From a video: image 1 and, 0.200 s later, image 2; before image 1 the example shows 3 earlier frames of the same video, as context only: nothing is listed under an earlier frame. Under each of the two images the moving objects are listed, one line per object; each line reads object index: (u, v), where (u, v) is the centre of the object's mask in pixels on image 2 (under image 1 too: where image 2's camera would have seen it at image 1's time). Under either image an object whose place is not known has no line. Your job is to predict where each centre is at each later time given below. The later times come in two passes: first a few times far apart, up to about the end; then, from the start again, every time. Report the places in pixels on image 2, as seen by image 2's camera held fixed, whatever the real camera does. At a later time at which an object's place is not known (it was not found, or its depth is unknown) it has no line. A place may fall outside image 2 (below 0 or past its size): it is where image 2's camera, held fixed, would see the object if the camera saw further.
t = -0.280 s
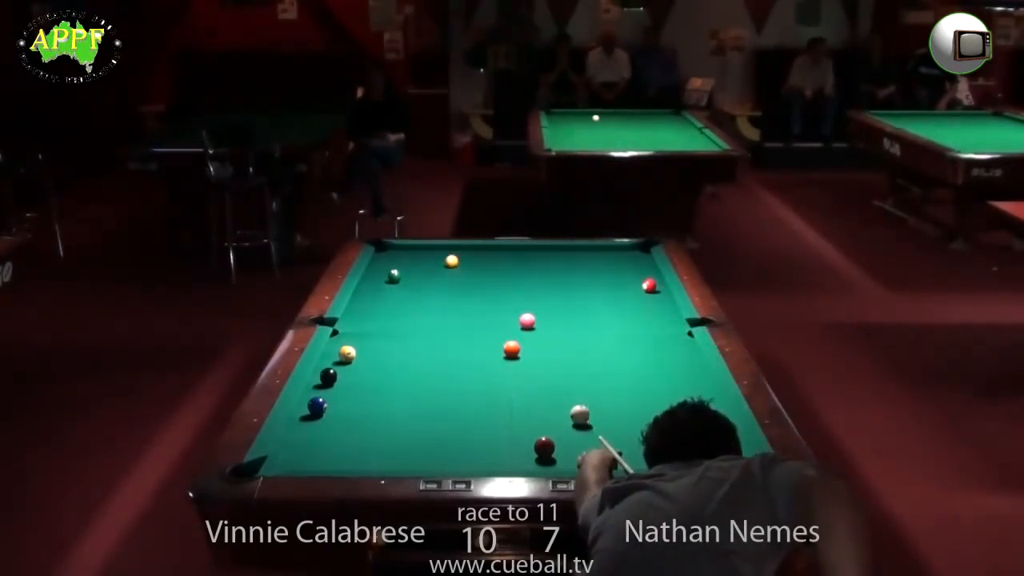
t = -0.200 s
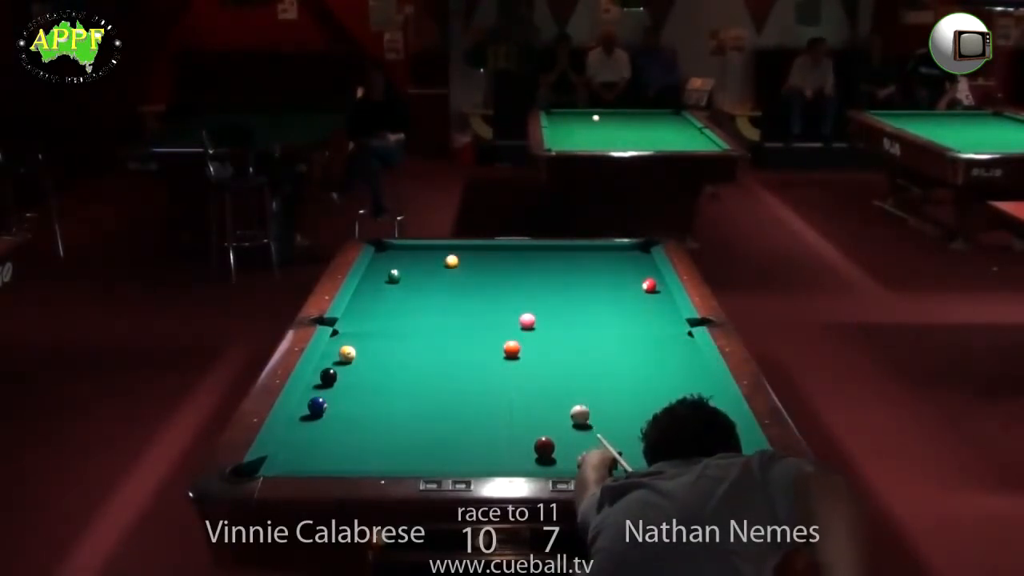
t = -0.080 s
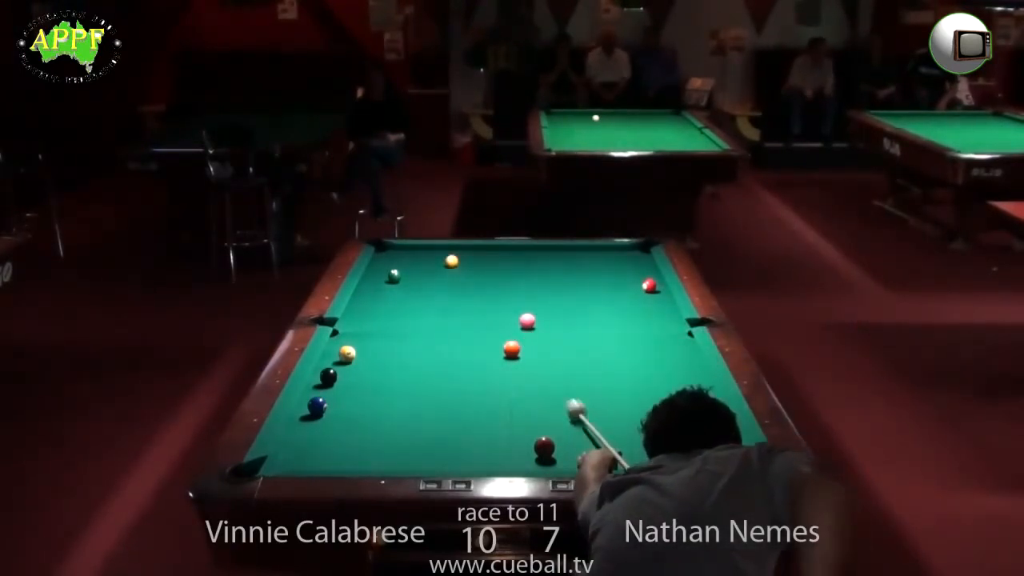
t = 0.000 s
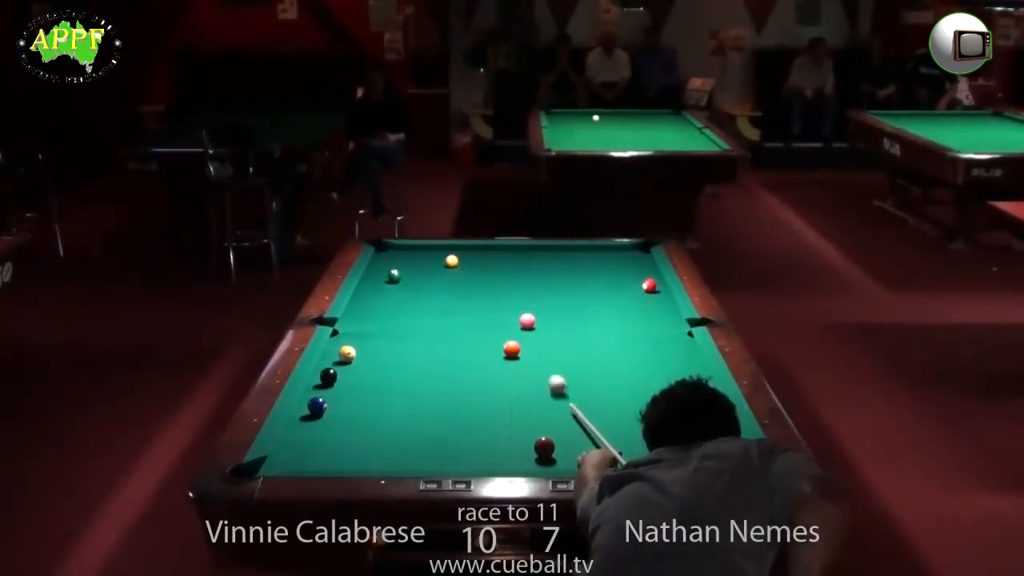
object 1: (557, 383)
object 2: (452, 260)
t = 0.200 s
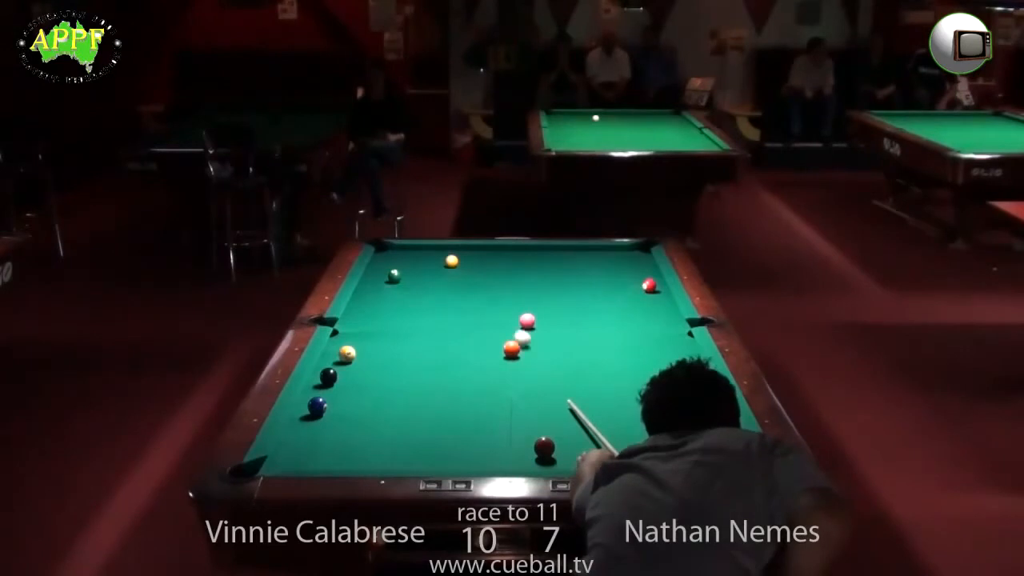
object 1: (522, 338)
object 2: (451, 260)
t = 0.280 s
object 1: (511, 325)
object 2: (451, 261)
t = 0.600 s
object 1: (478, 281)
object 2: (451, 261)
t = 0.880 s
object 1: (475, 254)
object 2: (431, 258)
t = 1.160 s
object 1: (490, 255)
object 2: (391, 253)
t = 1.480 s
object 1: (504, 268)
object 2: (397, 249)
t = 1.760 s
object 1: (516, 279)
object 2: (416, 247)
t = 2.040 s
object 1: (529, 291)
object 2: (431, 247)
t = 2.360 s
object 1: (544, 306)
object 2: (445, 248)
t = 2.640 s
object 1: (557, 319)
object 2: (456, 250)
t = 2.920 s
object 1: (571, 332)
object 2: (466, 250)
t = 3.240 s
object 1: (588, 348)
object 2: (476, 251)
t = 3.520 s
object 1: (603, 362)
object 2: (483, 251)
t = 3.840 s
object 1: (621, 380)
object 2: (490, 251)
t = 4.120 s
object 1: (637, 395)
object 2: (495, 251)
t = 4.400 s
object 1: (654, 412)
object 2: (499, 252)
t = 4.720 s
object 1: (674, 431)
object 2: (501, 252)
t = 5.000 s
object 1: (692, 447)
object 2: (502, 252)
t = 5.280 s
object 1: (711, 462)
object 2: (502, 252)
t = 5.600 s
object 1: (719, 460)
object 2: (502, 252)
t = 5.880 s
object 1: (723, 454)
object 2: (502, 252)
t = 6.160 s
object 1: (726, 447)
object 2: (502, 252)
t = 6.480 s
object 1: (730, 441)
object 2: (502, 252)
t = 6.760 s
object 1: (732, 437)
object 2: (502, 252)
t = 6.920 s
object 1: (730, 436)
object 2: (502, 252)
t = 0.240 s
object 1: (517, 331)
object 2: (451, 261)
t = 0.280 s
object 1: (511, 325)
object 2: (451, 261)
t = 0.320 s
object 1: (507, 318)
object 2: (451, 260)
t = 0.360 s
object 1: (502, 313)
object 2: (451, 260)
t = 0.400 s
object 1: (498, 307)
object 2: (451, 261)
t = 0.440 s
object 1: (494, 301)
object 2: (451, 261)
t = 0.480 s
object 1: (489, 296)
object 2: (451, 261)
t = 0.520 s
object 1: (486, 291)
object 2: (451, 261)
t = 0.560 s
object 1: (481, 286)
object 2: (451, 261)
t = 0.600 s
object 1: (478, 281)
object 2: (451, 261)
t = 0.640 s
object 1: (474, 277)
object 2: (451, 261)
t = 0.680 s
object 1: (471, 272)
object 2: (451, 261)
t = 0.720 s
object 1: (467, 268)
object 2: (451, 261)
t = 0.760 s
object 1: (464, 263)
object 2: (451, 261)
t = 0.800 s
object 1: (466, 260)
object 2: (446, 260)
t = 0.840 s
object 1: (471, 257)
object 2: (438, 259)
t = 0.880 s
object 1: (475, 254)
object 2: (431, 258)
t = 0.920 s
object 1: (478, 250)
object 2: (425, 257)
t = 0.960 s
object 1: (481, 248)
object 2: (418, 256)
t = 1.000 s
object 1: (484, 247)
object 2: (413, 256)
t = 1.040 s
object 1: (485, 249)
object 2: (408, 256)
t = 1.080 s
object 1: (487, 251)
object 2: (402, 255)
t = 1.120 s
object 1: (488, 253)
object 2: (396, 254)
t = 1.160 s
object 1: (490, 255)
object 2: (391, 253)
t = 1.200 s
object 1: (492, 256)
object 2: (385, 253)
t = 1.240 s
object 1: (493, 258)
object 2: (380, 252)
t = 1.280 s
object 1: (495, 259)
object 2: (383, 251)
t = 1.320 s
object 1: (497, 261)
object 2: (386, 251)
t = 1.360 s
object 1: (498, 263)
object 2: (389, 251)
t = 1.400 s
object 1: (500, 264)
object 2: (391, 250)
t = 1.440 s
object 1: (502, 266)
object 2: (394, 250)
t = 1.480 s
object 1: (504, 268)
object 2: (397, 249)
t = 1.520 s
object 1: (505, 269)
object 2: (400, 249)
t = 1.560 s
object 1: (507, 271)
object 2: (403, 249)
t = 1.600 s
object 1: (509, 273)
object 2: (406, 248)
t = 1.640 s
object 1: (510, 274)
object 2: (408, 248)
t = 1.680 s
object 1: (512, 276)
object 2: (411, 248)
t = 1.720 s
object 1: (514, 278)
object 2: (414, 247)
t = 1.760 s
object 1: (516, 279)
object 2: (416, 247)
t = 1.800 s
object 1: (518, 281)
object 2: (419, 246)
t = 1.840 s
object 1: (519, 283)
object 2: (421, 246)
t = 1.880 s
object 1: (521, 284)
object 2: (423, 246)
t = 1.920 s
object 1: (523, 286)
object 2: (425, 247)
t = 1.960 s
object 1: (525, 288)
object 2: (427, 247)
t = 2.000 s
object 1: (527, 290)
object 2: (429, 247)
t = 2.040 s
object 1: (529, 291)
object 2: (431, 247)
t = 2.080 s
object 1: (530, 293)
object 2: (432, 247)
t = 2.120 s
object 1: (532, 295)
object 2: (434, 247)
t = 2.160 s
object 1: (534, 297)
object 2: (436, 248)
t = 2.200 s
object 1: (536, 298)
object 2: (438, 248)
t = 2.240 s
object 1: (538, 300)
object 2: (440, 248)
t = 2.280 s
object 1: (540, 302)
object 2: (441, 248)
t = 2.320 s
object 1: (542, 304)
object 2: (443, 248)
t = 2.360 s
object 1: (544, 306)
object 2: (445, 248)
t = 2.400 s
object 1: (545, 307)
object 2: (446, 249)
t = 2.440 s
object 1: (547, 310)
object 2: (448, 249)
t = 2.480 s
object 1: (550, 311)
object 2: (450, 249)
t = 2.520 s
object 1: (551, 313)
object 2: (451, 249)
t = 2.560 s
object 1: (553, 315)
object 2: (453, 249)
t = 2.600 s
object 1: (555, 317)
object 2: (454, 250)
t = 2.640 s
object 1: (557, 319)
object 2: (456, 250)
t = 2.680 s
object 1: (559, 321)
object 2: (457, 250)
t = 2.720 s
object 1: (561, 323)
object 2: (459, 250)
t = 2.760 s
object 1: (563, 324)
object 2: (460, 250)
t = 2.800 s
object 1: (565, 326)
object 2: (462, 250)
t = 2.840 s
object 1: (567, 328)
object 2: (463, 250)
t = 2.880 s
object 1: (569, 330)
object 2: (465, 250)
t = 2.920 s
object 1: (571, 332)
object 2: (466, 250)
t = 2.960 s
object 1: (573, 334)
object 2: (467, 250)
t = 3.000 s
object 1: (576, 336)
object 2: (468, 251)
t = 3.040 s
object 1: (578, 338)
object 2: (470, 250)
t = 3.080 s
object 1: (580, 340)
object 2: (471, 251)
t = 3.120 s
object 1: (582, 342)
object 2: (472, 251)
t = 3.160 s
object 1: (584, 344)
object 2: (473, 251)
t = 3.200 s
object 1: (586, 346)
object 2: (475, 251)
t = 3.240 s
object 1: (588, 348)
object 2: (476, 251)
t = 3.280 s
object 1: (590, 350)
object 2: (477, 251)
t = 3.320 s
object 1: (592, 352)
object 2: (478, 251)
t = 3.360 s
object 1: (594, 354)
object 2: (479, 251)
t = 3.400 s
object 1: (596, 356)
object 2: (480, 251)
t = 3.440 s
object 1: (599, 358)
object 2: (481, 251)
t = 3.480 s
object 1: (601, 360)
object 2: (482, 251)
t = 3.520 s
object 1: (603, 362)
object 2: (483, 251)
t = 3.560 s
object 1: (605, 365)
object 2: (484, 251)
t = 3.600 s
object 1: (607, 367)
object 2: (485, 251)
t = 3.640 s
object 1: (610, 369)
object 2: (486, 251)
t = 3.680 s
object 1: (612, 371)
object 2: (487, 251)
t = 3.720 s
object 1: (614, 373)
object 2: (488, 251)
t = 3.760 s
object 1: (616, 375)
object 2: (489, 251)
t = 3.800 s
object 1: (619, 378)
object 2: (489, 251)
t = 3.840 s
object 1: (621, 380)
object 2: (490, 251)
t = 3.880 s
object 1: (623, 382)
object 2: (491, 251)
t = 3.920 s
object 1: (626, 385)
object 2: (492, 251)
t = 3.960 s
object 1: (628, 387)
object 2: (493, 251)
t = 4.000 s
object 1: (630, 389)
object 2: (493, 251)
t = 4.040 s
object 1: (632, 391)
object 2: (494, 252)
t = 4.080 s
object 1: (635, 393)
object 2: (494, 252)
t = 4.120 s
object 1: (637, 395)
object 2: (495, 251)
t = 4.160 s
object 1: (640, 398)
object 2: (496, 252)
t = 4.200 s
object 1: (642, 400)
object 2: (496, 252)
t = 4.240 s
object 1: (644, 402)
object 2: (497, 252)
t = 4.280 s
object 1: (647, 405)
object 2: (497, 252)
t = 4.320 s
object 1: (649, 407)
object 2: (498, 252)
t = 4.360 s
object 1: (652, 409)
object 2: (498, 252)
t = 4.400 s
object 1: (654, 412)
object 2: (499, 252)
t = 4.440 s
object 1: (656, 414)
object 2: (499, 252)
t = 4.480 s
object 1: (659, 416)
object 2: (499, 252)
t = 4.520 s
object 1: (662, 419)
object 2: (500, 252)
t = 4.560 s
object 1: (664, 421)
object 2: (500, 252)
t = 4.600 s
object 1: (667, 423)
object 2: (500, 252)
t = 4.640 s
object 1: (669, 426)
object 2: (501, 252)
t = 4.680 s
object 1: (672, 428)
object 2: (501, 252)
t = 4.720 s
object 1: (674, 431)
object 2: (501, 252)
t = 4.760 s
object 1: (677, 433)
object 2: (501, 252)
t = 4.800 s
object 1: (679, 436)
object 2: (501, 252)
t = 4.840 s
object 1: (682, 438)
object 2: (502, 252)
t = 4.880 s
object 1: (684, 441)
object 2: (502, 252)
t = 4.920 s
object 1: (687, 443)
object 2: (502, 252)
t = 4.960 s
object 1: (690, 445)
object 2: (502, 252)
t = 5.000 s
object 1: (692, 447)
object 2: (502, 252)
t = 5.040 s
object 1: (695, 450)
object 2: (502, 252)
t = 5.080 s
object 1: (698, 452)
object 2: (502, 252)
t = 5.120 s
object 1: (701, 455)
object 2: (502, 252)
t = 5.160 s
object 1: (703, 457)
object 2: (502, 252)
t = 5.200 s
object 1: (706, 459)
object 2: (502, 252)
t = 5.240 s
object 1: (708, 461)
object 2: (502, 252)
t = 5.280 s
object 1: (711, 462)
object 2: (502, 252)
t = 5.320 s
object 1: (714, 464)
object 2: (502, 252)
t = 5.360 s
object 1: (716, 466)
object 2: (502, 252)
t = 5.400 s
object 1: (716, 464)
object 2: (502, 252)
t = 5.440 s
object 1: (717, 463)
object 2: (502, 252)
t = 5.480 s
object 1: (718, 463)
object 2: (502, 252)
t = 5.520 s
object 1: (718, 462)
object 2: (502, 252)
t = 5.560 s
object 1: (718, 461)
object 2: (502, 252)
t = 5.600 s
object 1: (719, 460)
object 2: (502, 252)
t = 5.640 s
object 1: (719, 460)
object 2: (502, 252)
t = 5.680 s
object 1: (720, 459)
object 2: (502, 252)
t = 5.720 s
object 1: (720, 458)
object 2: (502, 252)
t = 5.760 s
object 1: (721, 457)
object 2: (502, 252)
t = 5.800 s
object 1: (722, 455)
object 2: (502, 252)
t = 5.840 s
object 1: (722, 455)
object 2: (502, 252)
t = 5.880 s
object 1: (723, 454)
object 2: (502, 252)
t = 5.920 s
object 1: (724, 453)
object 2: (502, 252)
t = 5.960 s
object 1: (724, 452)
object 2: (502, 252)
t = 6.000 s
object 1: (724, 451)
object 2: (502, 252)
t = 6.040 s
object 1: (725, 450)
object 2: (502, 252)
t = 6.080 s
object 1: (725, 449)
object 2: (502, 252)
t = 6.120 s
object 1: (725, 448)
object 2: (502, 252)
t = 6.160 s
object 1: (726, 447)
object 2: (502, 252)
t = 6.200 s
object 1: (726, 447)
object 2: (502, 252)
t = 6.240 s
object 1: (727, 446)
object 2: (502, 252)
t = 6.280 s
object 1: (727, 445)
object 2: (502, 252)
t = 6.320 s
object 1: (728, 444)
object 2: (502, 252)
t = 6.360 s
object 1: (729, 444)
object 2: (502, 252)
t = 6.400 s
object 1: (729, 443)
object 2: (502, 252)
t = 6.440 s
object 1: (729, 442)
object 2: (502, 252)
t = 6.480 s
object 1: (730, 441)
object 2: (502, 252)
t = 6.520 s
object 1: (730, 441)
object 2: (502, 252)
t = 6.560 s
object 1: (730, 440)
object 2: (502, 252)
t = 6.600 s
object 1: (731, 440)
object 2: (502, 252)
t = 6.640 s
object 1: (731, 439)
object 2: (502, 252)
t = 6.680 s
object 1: (732, 438)
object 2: (502, 252)
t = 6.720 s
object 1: (732, 438)
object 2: (502, 252)
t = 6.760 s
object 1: (732, 437)
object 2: (502, 252)
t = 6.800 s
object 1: (732, 437)
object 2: (502, 252)
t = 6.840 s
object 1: (731, 436)
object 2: (502, 252)
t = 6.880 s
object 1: (731, 436)
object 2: (502, 252)
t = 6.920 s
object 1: (730, 436)
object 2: (502, 252)
